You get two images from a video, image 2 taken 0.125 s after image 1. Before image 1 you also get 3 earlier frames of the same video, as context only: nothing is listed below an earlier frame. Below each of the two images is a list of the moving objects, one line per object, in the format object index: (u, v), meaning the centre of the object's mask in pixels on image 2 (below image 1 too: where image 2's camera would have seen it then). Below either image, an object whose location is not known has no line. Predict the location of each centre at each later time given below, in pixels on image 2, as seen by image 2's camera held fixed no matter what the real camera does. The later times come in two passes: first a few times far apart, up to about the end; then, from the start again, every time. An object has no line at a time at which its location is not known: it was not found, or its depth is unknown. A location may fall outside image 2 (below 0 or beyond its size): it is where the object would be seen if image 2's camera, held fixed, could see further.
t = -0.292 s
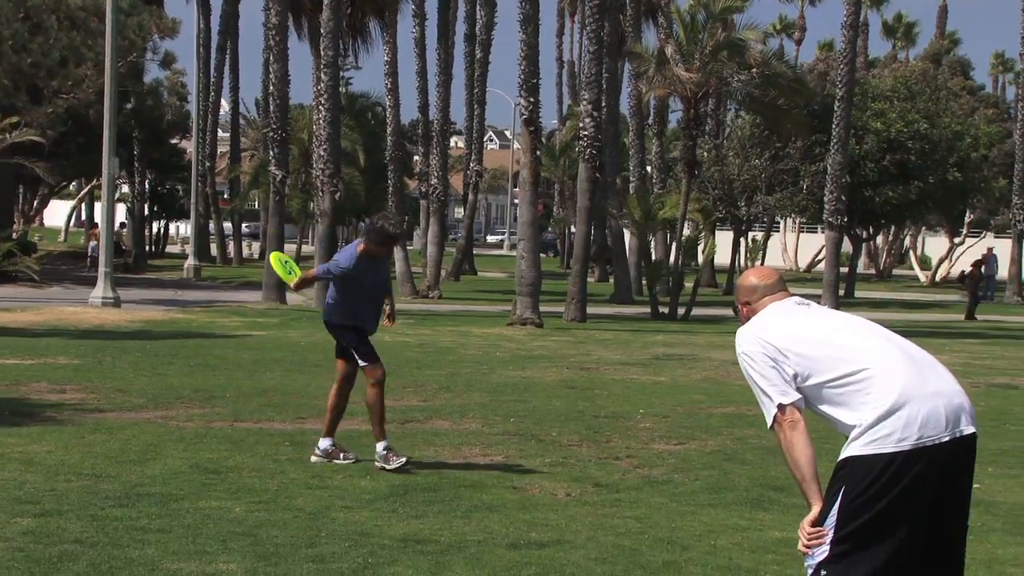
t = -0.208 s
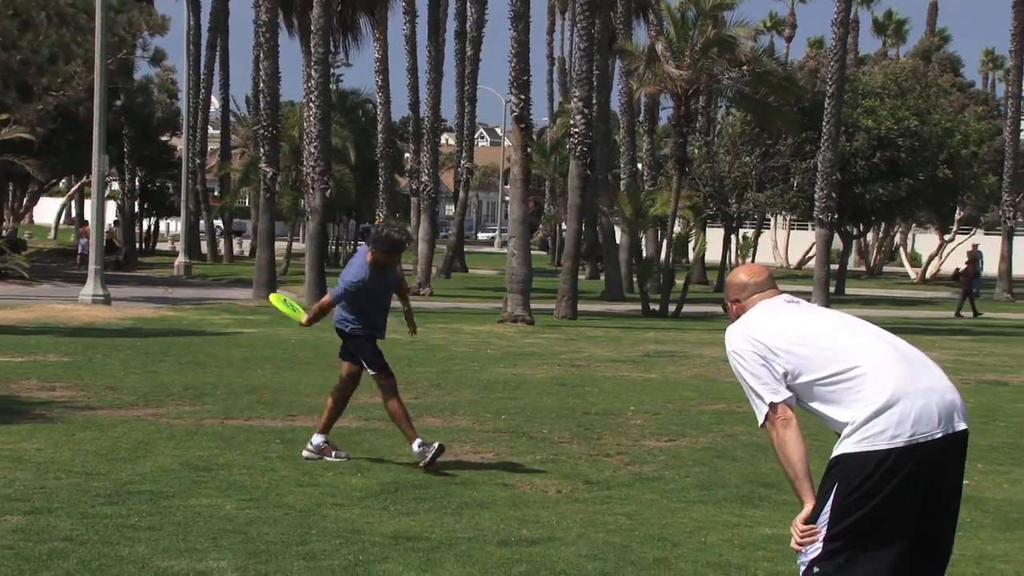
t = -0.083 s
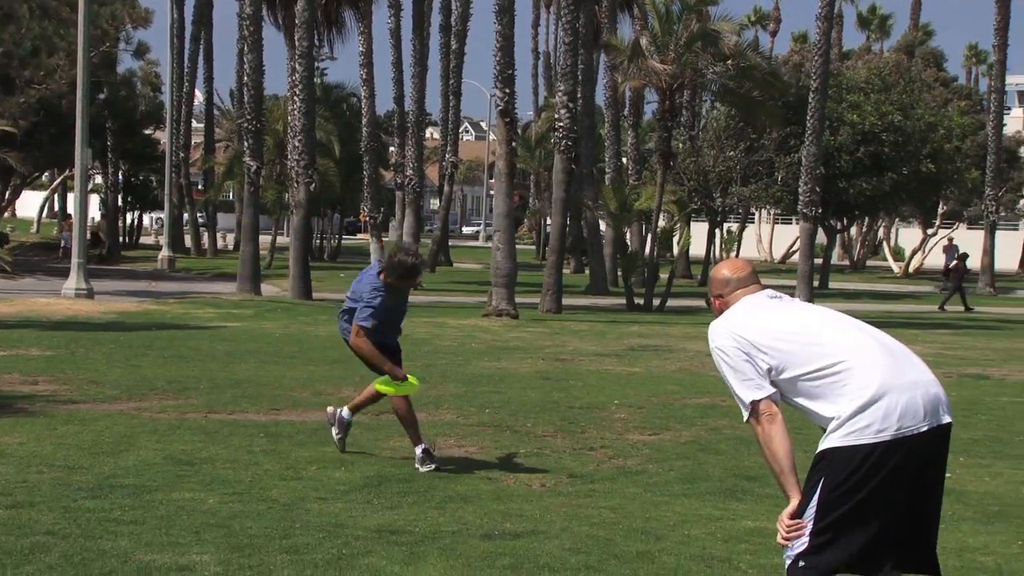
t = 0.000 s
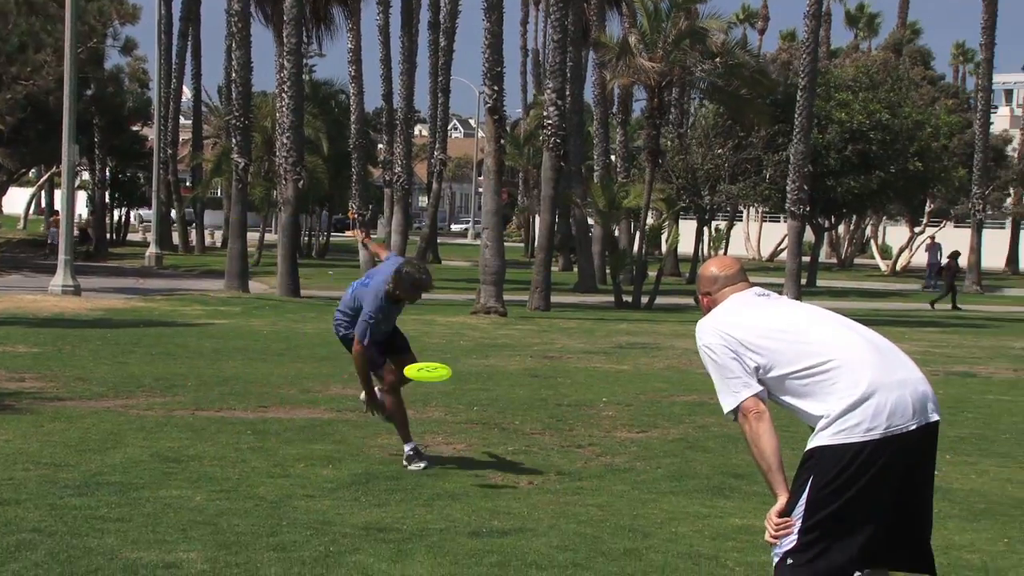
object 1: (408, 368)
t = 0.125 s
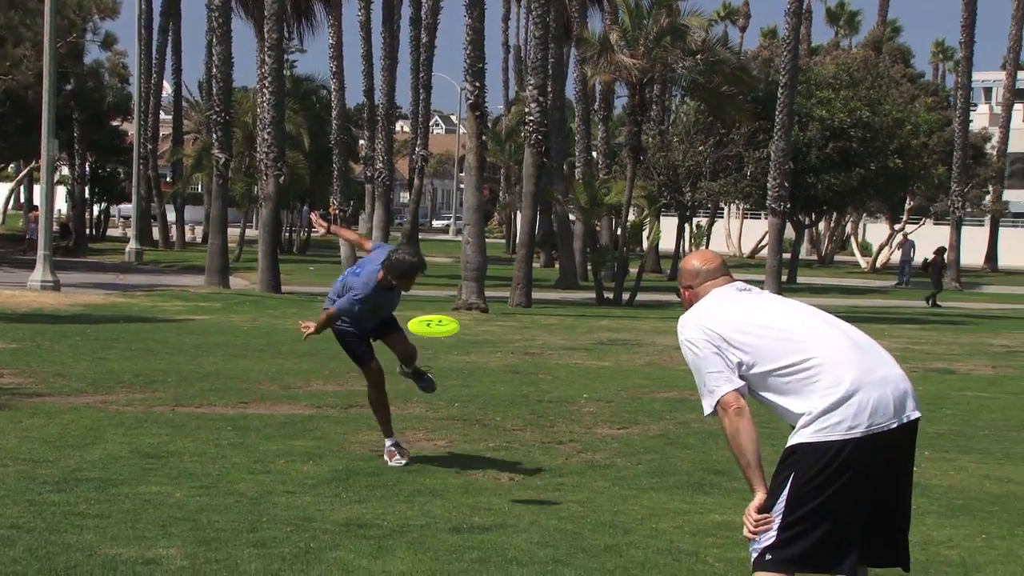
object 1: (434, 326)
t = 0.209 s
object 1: (453, 293)
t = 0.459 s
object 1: (525, 198)
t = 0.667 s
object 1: (605, 128)
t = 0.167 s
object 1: (443, 309)
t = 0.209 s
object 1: (453, 293)
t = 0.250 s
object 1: (463, 277)
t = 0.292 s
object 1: (475, 261)
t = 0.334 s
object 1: (486, 245)
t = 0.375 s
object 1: (499, 229)
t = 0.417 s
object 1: (512, 213)
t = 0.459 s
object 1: (525, 198)
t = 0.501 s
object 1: (540, 183)
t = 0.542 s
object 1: (555, 168)
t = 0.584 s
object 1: (571, 154)
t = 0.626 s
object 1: (588, 141)
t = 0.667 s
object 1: (605, 128)
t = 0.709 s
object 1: (624, 116)
